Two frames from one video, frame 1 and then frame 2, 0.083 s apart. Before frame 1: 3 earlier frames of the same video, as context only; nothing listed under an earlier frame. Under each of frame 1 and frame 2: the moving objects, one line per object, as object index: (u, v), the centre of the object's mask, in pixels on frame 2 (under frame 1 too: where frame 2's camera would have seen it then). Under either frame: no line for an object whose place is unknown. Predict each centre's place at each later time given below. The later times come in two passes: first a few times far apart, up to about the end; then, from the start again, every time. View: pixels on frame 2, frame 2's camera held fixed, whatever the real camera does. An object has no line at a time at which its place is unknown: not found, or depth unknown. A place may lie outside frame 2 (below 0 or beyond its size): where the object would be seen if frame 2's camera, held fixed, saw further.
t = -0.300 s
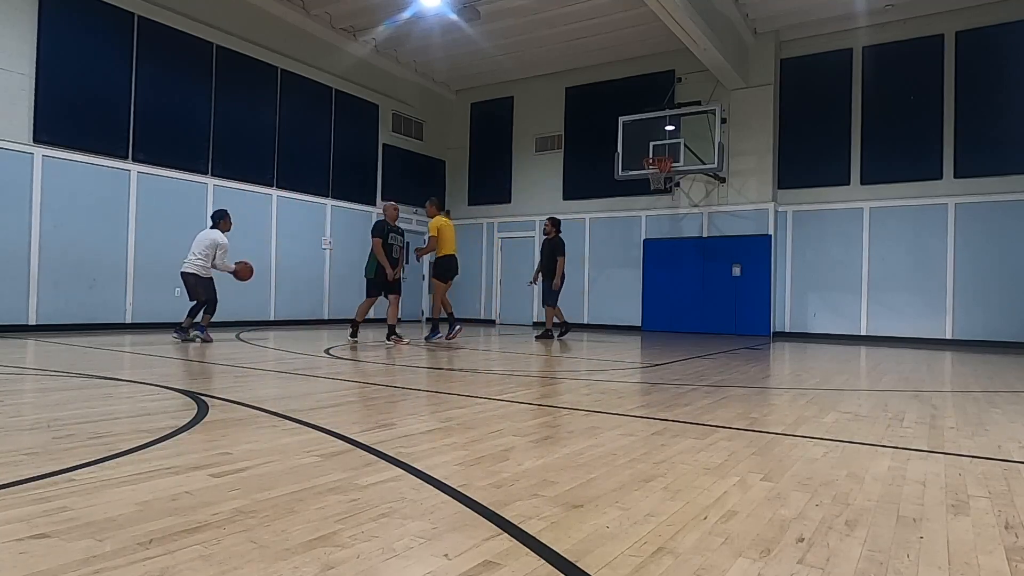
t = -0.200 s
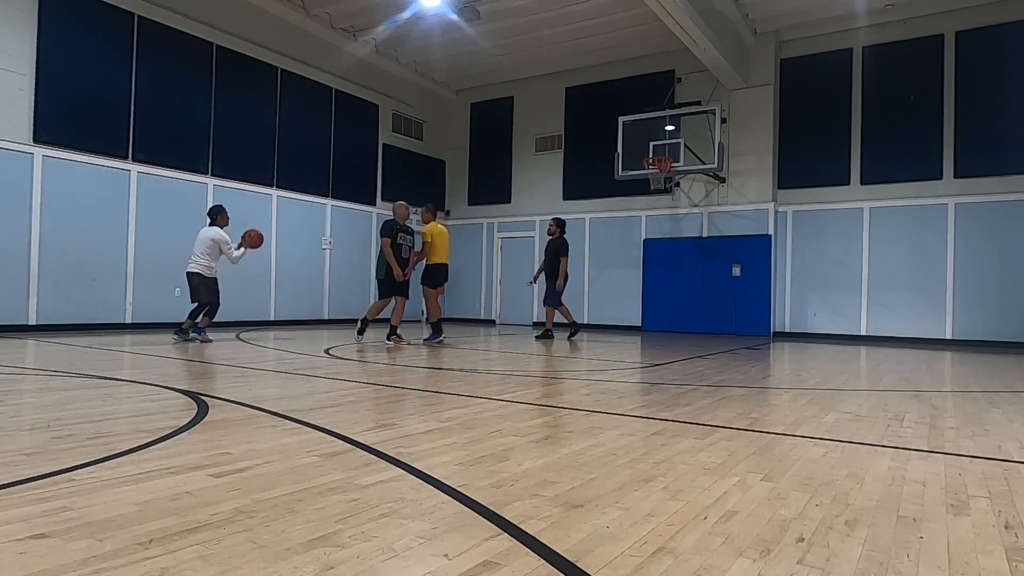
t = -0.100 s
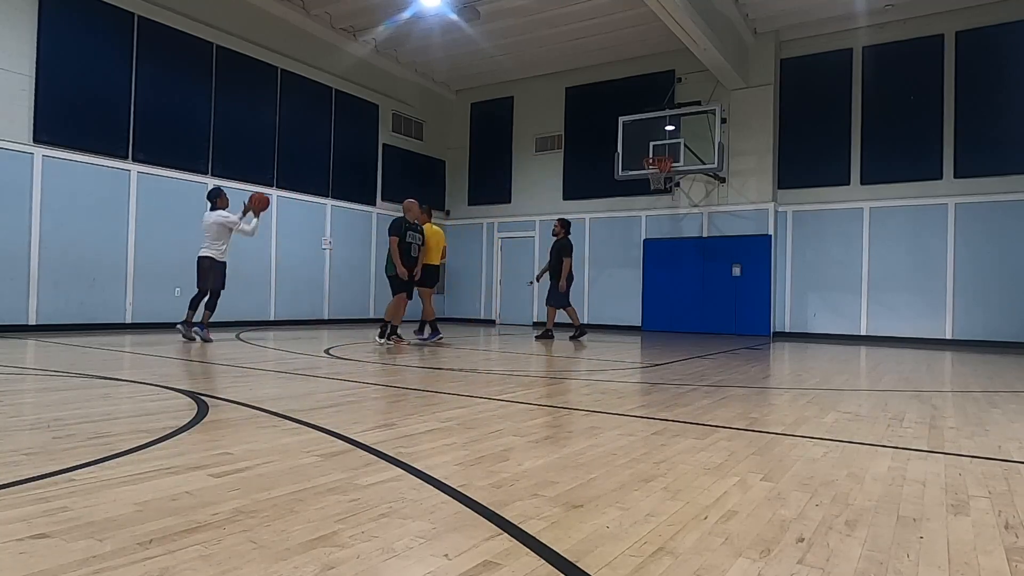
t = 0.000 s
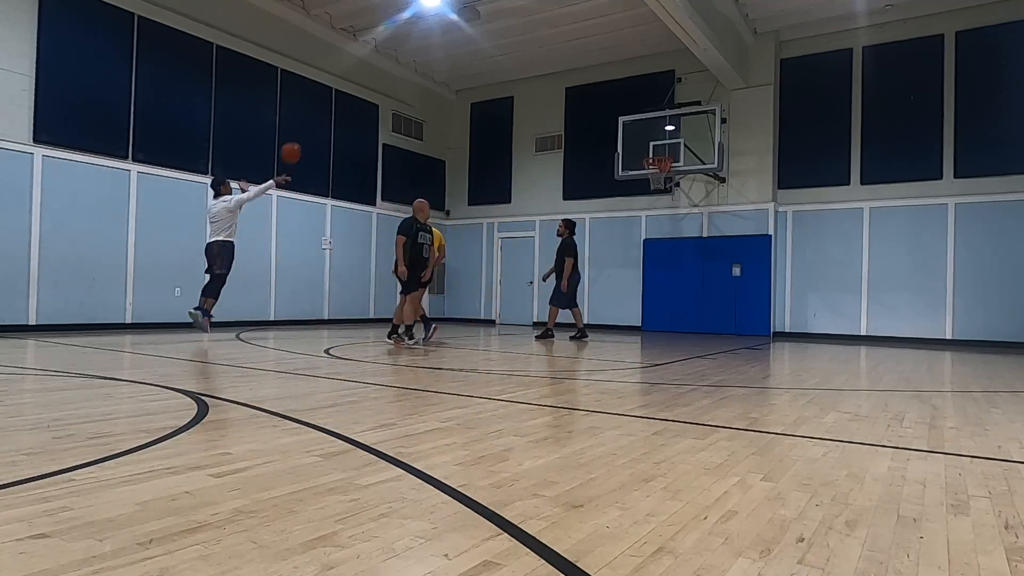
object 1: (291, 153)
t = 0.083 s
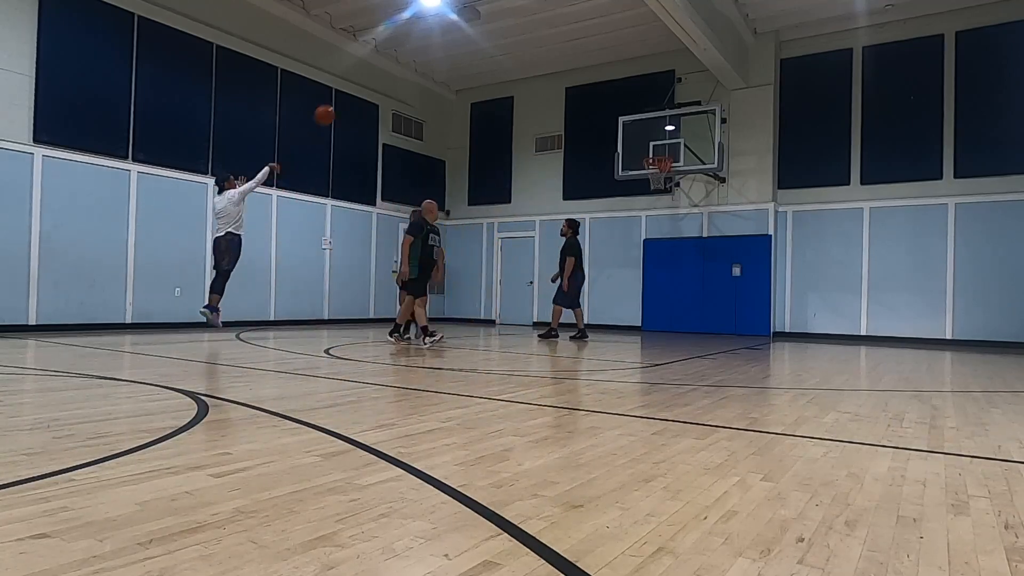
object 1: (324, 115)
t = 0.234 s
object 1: (380, 65)
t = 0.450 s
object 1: (451, 27)
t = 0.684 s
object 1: (517, 24)
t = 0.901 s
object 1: (570, 52)
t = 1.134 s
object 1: (621, 110)
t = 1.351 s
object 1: (634, 144)
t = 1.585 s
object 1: (594, 132)
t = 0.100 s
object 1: (331, 109)
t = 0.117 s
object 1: (338, 102)
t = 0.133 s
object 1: (344, 96)
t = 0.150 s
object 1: (350, 91)
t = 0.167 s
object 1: (357, 85)
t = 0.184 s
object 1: (363, 80)
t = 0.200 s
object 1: (369, 75)
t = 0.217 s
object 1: (375, 70)
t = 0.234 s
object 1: (380, 65)
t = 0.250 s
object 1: (386, 61)
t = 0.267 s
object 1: (392, 57)
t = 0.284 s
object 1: (398, 53)
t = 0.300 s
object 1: (403, 50)
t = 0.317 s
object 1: (409, 46)
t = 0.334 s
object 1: (415, 43)
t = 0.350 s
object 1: (420, 40)
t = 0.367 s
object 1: (425, 37)
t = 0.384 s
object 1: (430, 35)
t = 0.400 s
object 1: (435, 32)
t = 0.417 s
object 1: (441, 30)
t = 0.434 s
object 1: (446, 29)
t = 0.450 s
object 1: (451, 27)
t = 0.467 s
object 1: (456, 25)
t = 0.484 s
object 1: (461, 25)
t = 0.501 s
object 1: (466, 23)
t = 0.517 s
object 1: (471, 22)
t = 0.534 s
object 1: (476, 22)
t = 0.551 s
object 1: (480, 21)
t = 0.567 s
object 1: (485, 21)
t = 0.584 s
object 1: (490, 21)
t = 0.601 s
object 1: (494, 21)
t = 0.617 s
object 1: (499, 21)
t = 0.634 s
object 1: (503, 22)
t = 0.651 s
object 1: (508, 22)
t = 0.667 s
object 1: (512, 23)
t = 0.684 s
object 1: (517, 24)
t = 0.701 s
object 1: (521, 25)
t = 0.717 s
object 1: (526, 26)
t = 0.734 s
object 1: (530, 28)
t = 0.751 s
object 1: (534, 30)
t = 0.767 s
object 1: (538, 31)
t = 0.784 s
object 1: (542, 33)
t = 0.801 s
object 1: (547, 36)
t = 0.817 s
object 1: (551, 38)
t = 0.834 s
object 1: (555, 40)
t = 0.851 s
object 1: (559, 43)
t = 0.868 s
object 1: (562, 46)
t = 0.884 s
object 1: (566, 49)
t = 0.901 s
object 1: (570, 52)
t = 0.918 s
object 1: (574, 55)
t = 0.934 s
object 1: (578, 59)
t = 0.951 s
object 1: (582, 62)
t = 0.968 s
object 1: (586, 66)
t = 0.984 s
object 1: (589, 69)
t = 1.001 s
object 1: (593, 73)
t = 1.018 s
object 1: (597, 78)
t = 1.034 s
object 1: (600, 82)
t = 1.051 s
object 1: (603, 87)
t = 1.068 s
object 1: (607, 91)
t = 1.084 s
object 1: (610, 95)
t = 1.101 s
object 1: (614, 100)
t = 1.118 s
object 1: (617, 105)
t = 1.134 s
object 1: (621, 110)
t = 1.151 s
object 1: (624, 116)
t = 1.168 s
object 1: (628, 120)
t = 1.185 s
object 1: (631, 127)
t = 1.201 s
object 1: (634, 131)
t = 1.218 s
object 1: (638, 137)
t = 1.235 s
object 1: (641, 144)
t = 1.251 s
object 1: (644, 149)
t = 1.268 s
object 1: (646, 154)
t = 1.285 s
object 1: (644, 153)
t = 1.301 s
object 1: (642, 150)
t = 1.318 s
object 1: (641, 149)
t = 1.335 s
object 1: (637, 145)
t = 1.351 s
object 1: (634, 144)
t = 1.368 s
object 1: (632, 141)
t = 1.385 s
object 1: (629, 140)
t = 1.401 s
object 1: (626, 138)
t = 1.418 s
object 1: (623, 137)
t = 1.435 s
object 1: (621, 136)
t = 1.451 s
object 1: (617, 135)
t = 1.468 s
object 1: (615, 134)
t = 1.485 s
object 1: (611, 133)
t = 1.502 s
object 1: (609, 133)
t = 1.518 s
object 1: (606, 132)
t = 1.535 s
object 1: (603, 132)
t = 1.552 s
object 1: (600, 132)
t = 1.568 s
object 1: (597, 132)
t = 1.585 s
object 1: (594, 132)
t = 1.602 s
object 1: (590, 133)
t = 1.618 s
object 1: (587, 133)
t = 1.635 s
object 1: (584, 135)
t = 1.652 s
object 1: (581, 136)
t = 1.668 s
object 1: (578, 137)
